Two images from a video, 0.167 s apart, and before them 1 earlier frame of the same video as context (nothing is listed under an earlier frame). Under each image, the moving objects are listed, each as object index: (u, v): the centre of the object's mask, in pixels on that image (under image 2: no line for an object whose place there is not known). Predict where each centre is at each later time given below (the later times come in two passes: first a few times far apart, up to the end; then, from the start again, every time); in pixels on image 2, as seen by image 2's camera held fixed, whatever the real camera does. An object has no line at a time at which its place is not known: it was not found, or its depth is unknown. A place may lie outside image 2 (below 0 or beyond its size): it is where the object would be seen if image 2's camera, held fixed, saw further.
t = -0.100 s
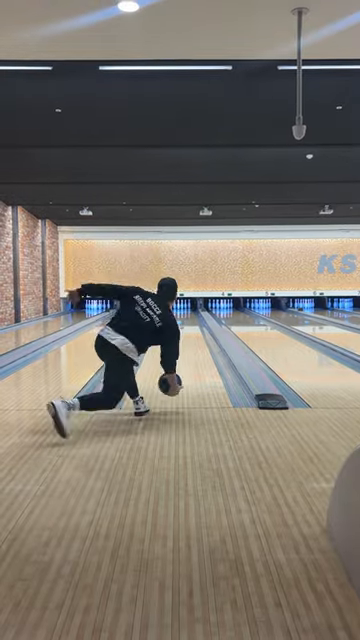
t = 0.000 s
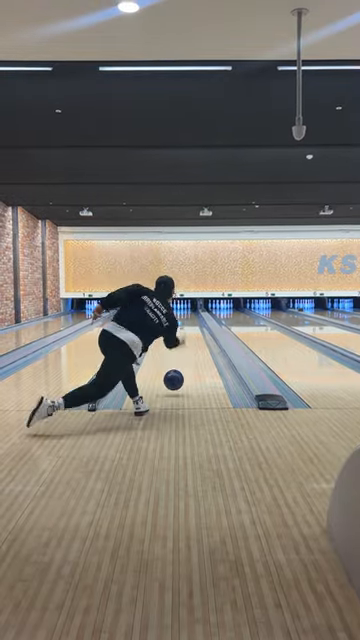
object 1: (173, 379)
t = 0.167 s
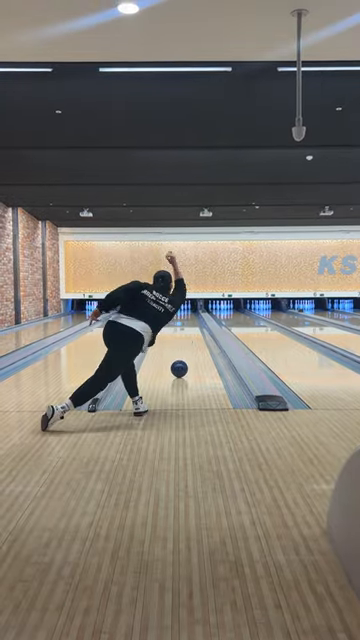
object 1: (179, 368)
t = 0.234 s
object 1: (180, 363)
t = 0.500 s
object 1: (185, 346)
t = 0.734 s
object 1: (187, 336)
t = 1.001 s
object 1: (188, 328)
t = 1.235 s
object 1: (189, 323)
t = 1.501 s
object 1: (189, 318)
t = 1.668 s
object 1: (188, 316)
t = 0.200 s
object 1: (180, 365)
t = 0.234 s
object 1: (180, 363)
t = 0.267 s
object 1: (181, 360)
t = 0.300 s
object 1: (182, 358)
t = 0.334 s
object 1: (183, 356)
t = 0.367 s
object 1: (183, 354)
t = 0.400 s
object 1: (184, 352)
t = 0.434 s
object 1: (184, 350)
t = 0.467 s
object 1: (184, 348)
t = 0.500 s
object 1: (185, 346)
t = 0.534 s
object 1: (185, 345)
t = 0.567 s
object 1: (186, 343)
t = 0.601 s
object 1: (186, 341)
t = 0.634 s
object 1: (186, 340)
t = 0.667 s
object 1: (187, 339)
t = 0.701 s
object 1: (187, 338)
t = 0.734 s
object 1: (187, 336)
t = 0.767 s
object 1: (187, 335)
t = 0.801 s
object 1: (187, 334)
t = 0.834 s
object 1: (188, 333)
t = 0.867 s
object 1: (188, 332)
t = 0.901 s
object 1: (188, 331)
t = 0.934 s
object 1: (188, 330)
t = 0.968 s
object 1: (188, 329)
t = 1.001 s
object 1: (188, 328)
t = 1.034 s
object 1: (189, 328)
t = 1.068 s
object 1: (189, 327)
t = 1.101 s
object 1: (189, 326)
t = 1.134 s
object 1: (189, 325)
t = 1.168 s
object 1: (189, 325)
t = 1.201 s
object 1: (189, 324)
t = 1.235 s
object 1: (189, 323)
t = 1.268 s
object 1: (189, 323)
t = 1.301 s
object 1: (189, 322)
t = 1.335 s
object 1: (189, 321)
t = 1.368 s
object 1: (189, 321)
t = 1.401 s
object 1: (189, 320)
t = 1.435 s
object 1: (189, 319)
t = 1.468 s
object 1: (189, 319)
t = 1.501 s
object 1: (189, 318)
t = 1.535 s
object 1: (189, 318)
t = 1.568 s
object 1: (189, 318)
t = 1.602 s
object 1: (189, 317)
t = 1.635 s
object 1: (188, 316)
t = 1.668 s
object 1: (188, 316)
